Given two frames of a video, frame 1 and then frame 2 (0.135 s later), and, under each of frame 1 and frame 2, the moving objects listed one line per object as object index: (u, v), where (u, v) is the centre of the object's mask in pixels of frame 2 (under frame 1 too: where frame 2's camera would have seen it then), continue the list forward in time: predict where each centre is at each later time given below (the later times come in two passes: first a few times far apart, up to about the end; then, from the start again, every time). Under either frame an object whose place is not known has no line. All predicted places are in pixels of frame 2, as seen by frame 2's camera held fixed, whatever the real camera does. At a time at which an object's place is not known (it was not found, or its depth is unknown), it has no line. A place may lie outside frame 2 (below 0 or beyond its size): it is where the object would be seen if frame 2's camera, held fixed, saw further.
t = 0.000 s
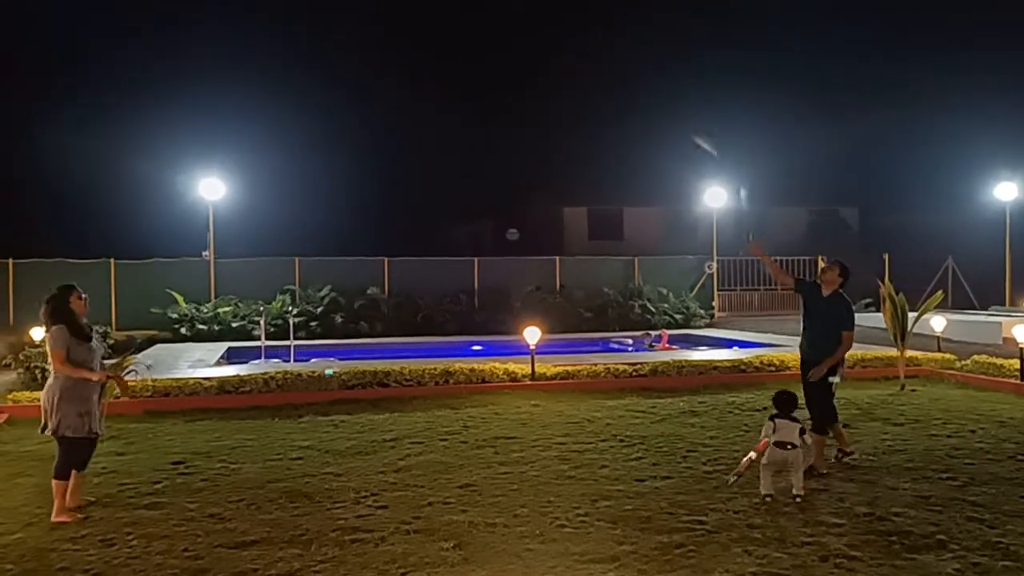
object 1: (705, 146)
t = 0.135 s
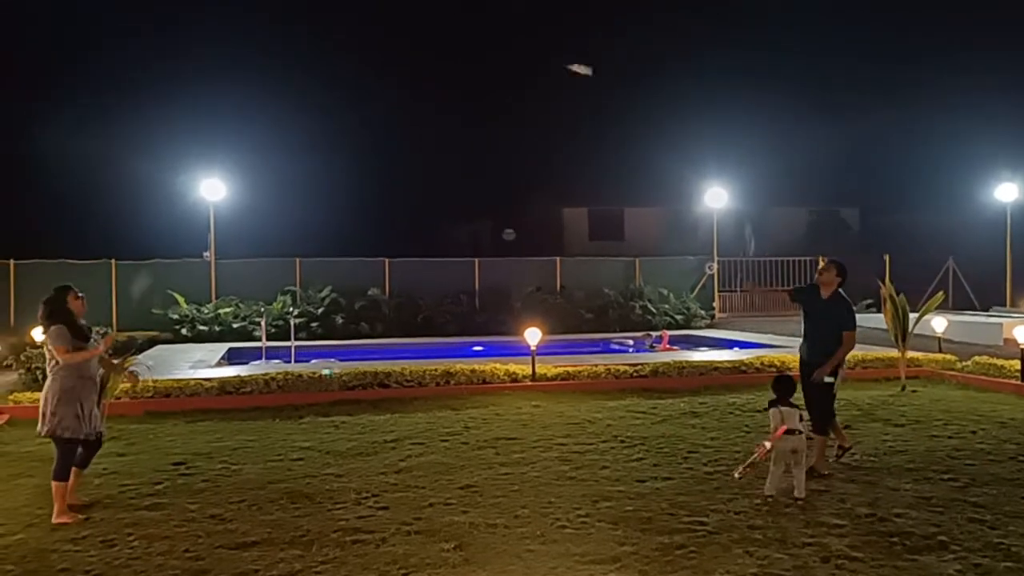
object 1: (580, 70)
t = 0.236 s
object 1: (498, 44)
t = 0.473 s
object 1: (340, 32)
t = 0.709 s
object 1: (211, 89)
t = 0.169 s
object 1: (550, 61)
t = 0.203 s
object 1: (523, 52)
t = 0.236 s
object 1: (498, 44)
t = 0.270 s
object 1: (473, 37)
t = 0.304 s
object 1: (450, 31)
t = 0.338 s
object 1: (425, 29)
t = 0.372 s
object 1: (403, 27)
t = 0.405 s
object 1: (382, 27)
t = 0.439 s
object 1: (360, 30)
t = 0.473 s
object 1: (340, 32)
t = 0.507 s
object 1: (320, 37)
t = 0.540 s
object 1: (300, 42)
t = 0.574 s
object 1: (282, 49)
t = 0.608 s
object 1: (263, 57)
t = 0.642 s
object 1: (245, 66)
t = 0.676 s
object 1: (228, 77)
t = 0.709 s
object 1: (211, 89)
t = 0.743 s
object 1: (196, 102)
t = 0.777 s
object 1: (180, 116)
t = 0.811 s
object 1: (165, 131)
